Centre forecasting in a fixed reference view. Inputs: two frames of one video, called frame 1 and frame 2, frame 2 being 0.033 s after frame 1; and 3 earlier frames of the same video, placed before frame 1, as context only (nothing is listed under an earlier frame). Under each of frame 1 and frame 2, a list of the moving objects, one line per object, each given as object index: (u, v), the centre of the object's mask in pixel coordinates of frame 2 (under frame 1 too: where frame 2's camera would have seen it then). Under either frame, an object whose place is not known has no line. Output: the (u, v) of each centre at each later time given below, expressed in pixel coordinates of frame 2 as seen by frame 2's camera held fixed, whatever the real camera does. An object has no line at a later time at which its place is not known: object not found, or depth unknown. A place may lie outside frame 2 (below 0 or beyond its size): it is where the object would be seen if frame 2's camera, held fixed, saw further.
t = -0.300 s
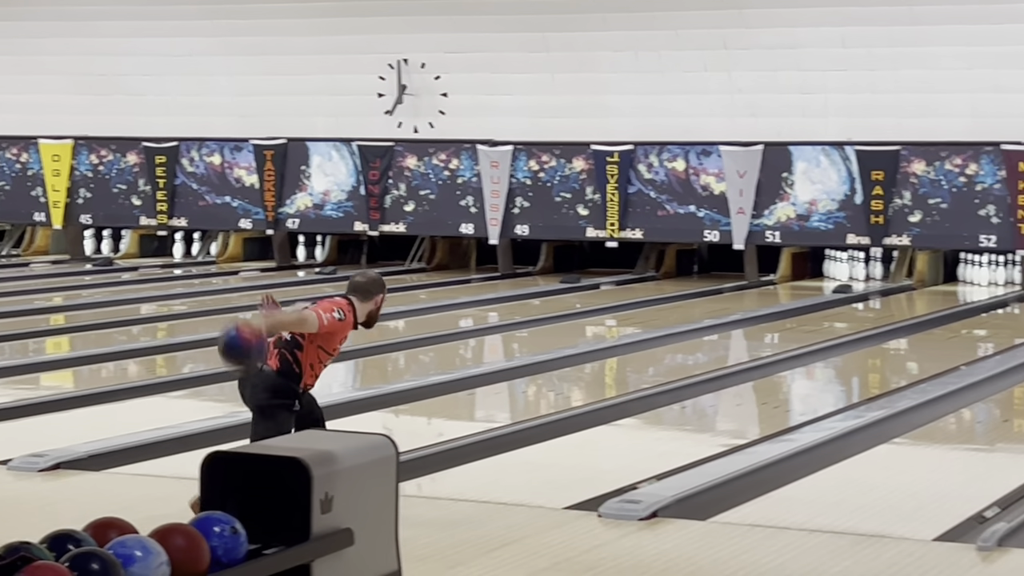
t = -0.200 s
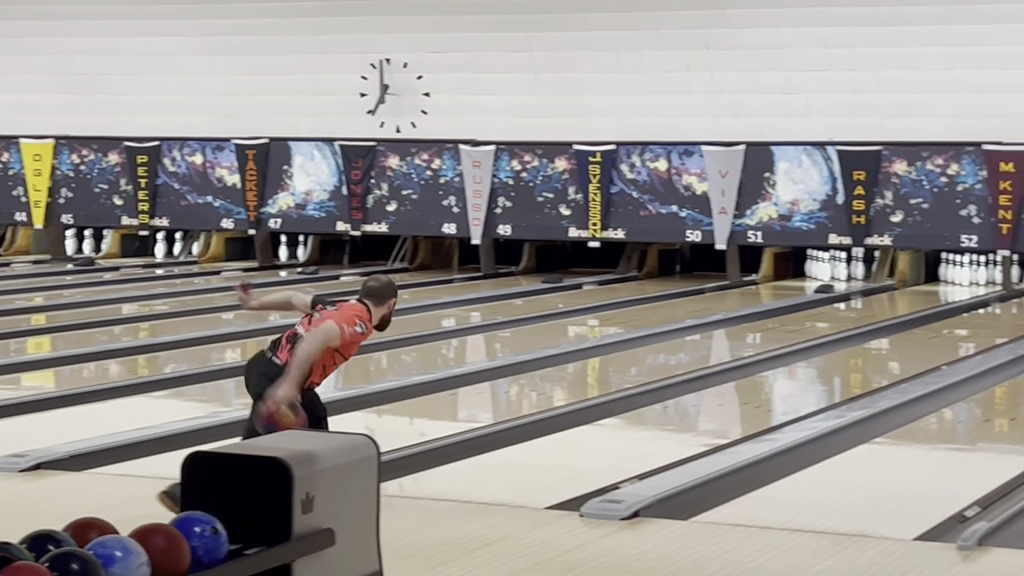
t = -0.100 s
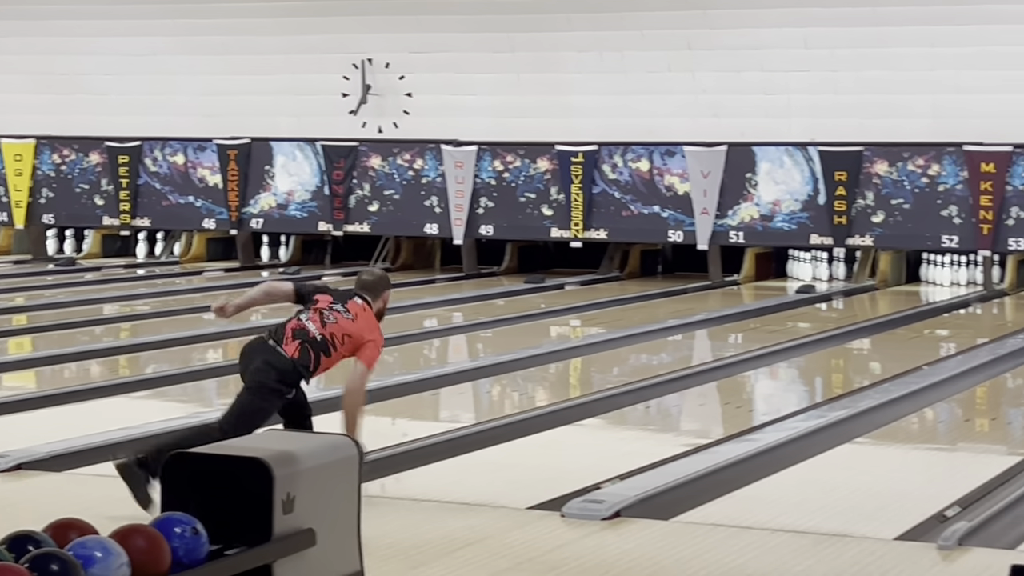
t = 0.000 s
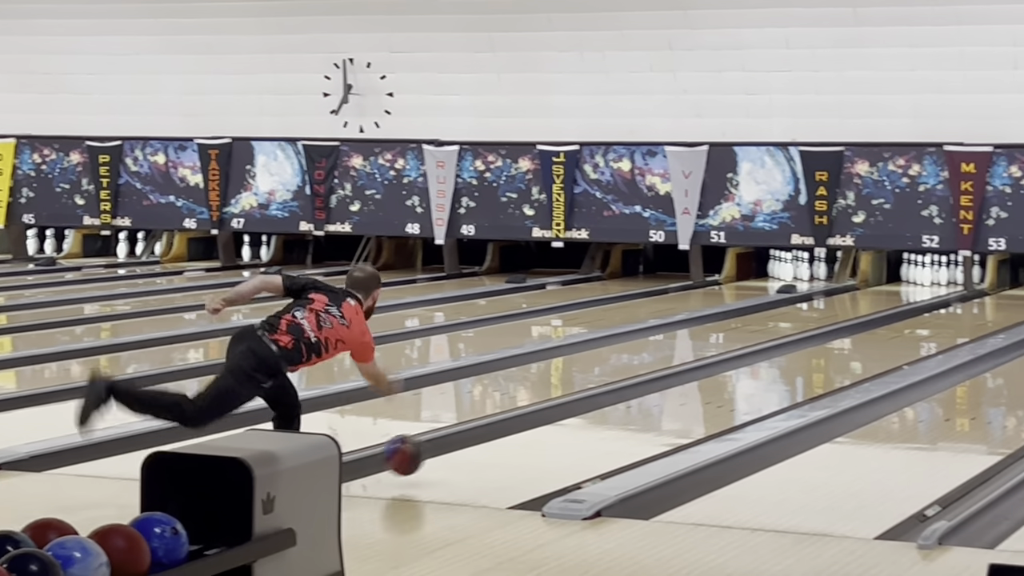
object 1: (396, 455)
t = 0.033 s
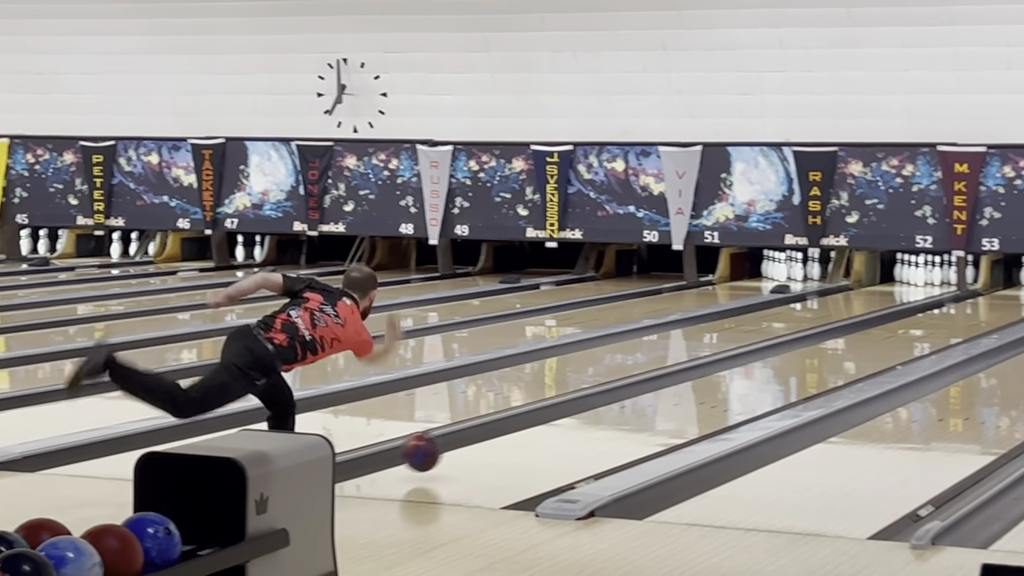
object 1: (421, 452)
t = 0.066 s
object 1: (445, 449)
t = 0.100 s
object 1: (468, 447)
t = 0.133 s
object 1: (490, 442)
